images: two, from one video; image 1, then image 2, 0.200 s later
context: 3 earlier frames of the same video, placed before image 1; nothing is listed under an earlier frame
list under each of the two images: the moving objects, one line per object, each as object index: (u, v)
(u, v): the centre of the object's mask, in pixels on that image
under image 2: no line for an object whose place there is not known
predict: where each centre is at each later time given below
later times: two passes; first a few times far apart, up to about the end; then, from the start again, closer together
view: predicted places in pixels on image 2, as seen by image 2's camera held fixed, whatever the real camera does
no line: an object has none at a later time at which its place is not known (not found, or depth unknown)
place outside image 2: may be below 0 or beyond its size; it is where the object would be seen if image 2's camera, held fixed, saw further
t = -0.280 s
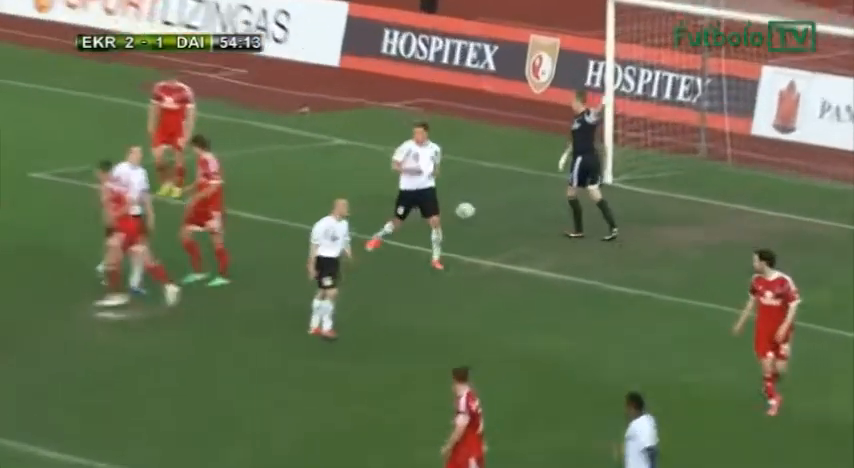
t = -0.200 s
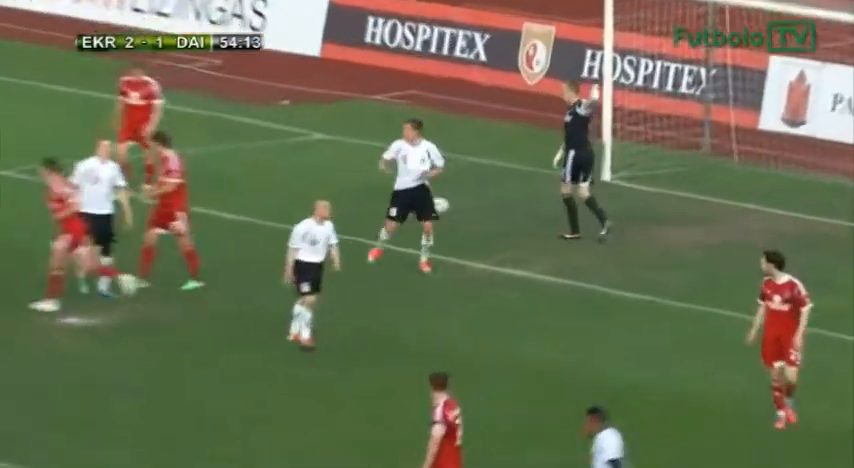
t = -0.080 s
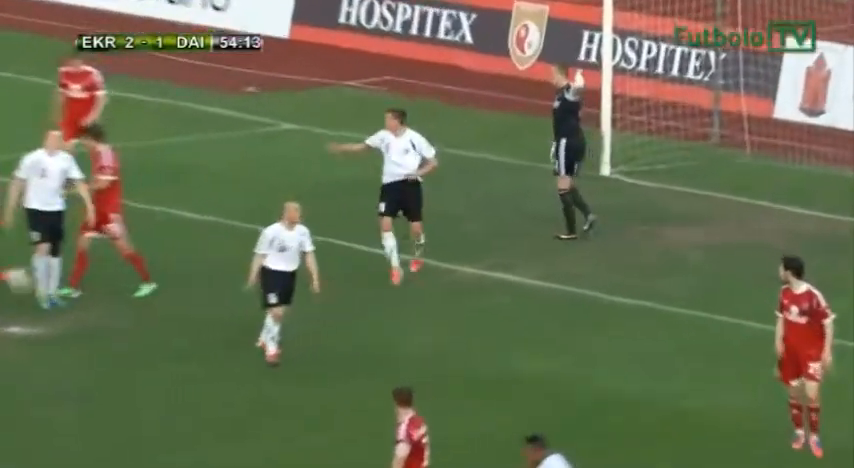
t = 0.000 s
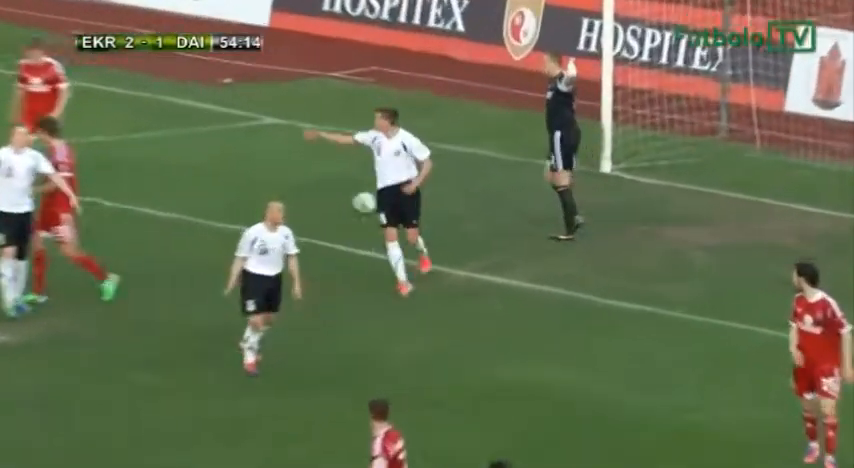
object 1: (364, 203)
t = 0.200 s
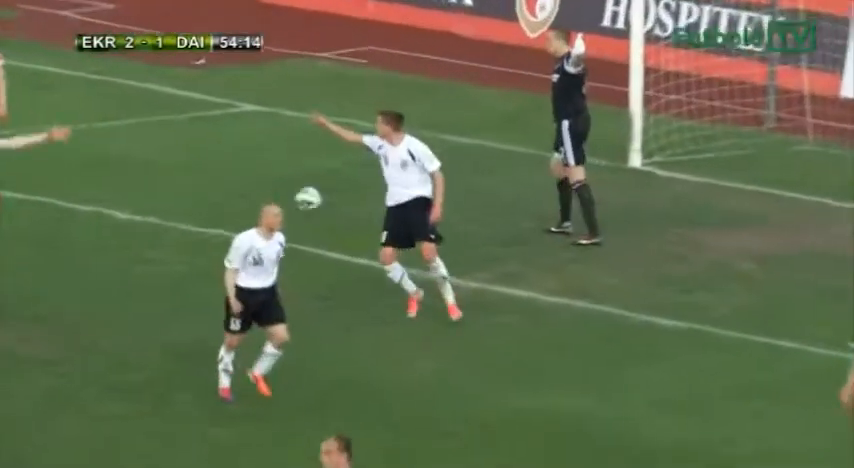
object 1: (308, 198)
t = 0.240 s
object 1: (298, 198)
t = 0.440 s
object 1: (252, 195)
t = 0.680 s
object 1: (202, 192)
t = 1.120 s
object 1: (120, 185)
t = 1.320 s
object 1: (90, 183)
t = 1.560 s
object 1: (53, 179)
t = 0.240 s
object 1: (298, 198)
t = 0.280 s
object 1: (289, 199)
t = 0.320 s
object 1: (279, 197)
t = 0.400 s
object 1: (261, 197)
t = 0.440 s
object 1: (252, 195)
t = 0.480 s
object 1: (244, 195)
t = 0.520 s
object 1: (235, 195)
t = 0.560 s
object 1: (227, 194)
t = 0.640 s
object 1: (210, 194)
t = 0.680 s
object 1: (202, 192)
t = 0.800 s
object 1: (178, 191)
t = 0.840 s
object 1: (171, 189)
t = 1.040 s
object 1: (133, 187)
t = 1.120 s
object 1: (120, 185)
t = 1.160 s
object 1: (113, 185)
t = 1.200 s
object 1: (108, 184)
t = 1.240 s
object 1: (102, 183)
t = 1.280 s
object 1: (97, 183)
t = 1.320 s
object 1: (90, 183)
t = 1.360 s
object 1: (83, 182)
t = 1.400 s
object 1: (77, 181)
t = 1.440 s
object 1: (72, 181)
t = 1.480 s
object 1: (62, 181)
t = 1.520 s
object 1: (60, 179)
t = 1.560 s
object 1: (53, 179)
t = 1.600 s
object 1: (50, 180)
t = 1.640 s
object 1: (47, 179)
